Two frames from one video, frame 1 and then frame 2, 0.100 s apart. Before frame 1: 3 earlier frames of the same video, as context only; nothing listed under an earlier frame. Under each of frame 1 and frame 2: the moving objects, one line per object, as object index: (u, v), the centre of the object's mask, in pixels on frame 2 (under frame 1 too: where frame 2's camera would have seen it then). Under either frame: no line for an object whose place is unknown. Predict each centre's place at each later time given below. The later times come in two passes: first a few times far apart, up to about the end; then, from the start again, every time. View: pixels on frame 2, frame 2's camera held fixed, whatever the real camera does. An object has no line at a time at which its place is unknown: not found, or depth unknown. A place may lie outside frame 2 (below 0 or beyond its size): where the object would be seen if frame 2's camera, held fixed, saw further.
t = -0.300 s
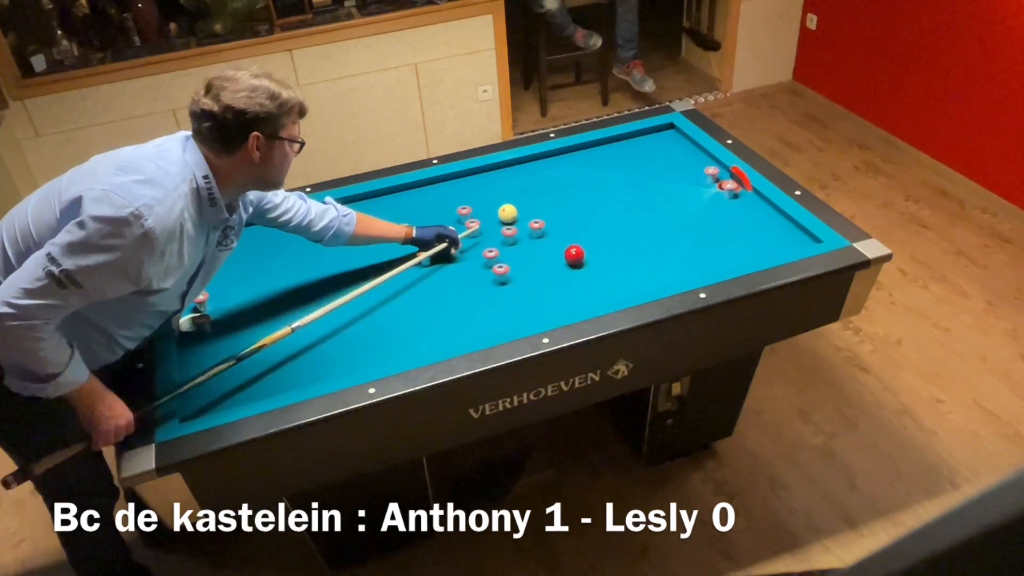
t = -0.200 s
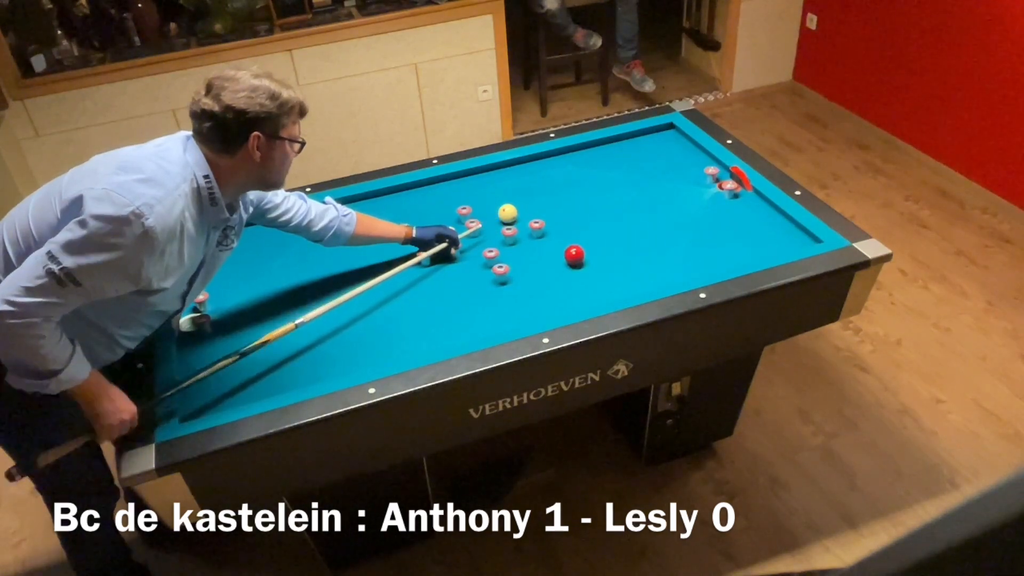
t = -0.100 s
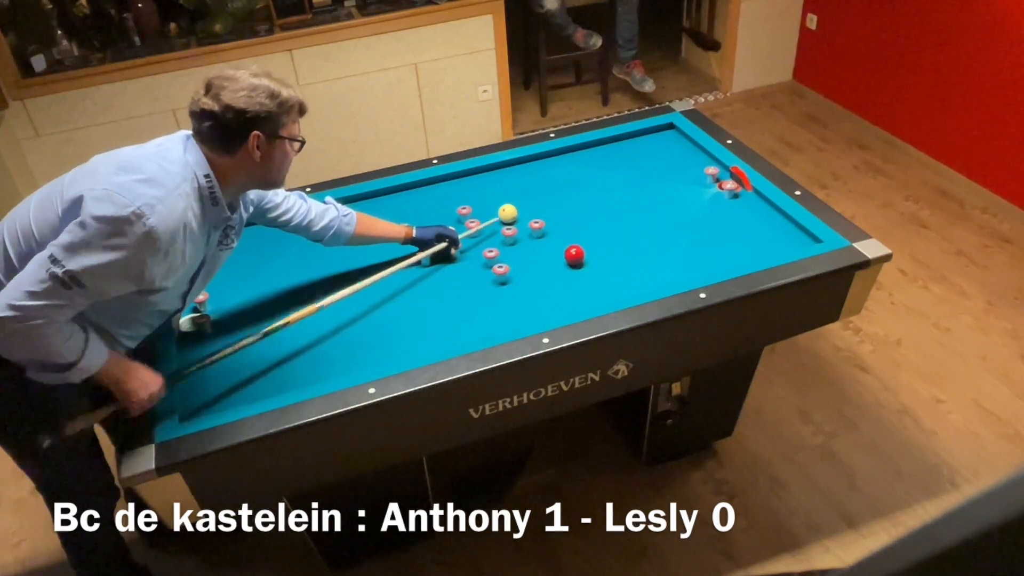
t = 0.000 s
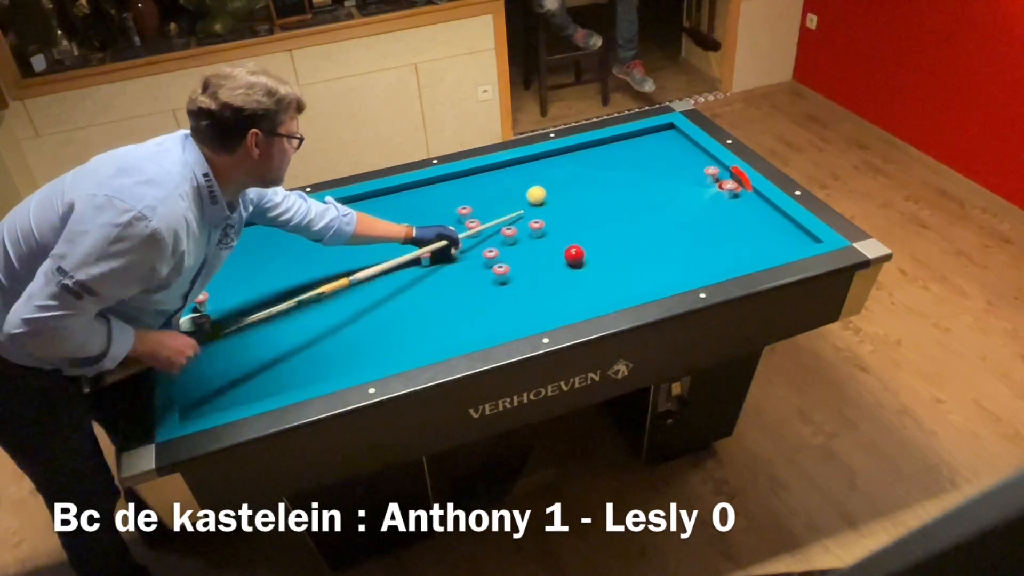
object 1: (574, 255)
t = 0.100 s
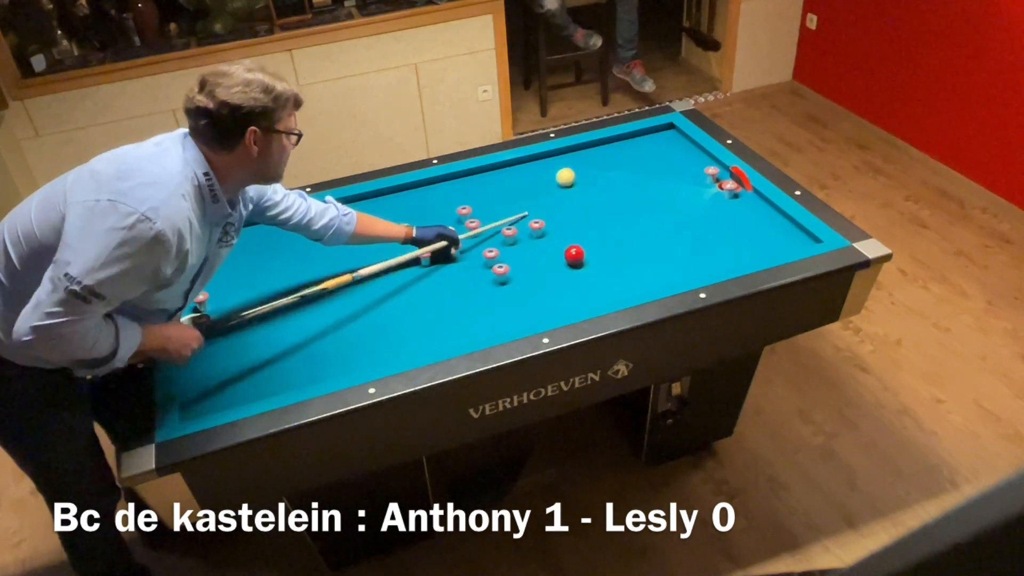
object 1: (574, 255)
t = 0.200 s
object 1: (574, 255)
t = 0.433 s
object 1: (574, 255)
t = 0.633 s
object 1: (574, 255)
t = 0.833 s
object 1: (574, 255)
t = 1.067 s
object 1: (574, 255)
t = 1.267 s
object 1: (574, 255)
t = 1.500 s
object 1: (568, 262)
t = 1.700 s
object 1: (550, 282)
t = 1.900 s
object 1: (533, 301)
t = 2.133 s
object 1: (510, 322)
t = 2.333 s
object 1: (490, 321)
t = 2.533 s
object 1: (471, 319)
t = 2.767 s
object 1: (450, 317)
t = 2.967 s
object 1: (432, 315)
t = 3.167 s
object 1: (416, 313)
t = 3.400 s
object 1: (397, 310)
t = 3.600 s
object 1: (382, 308)
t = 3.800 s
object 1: (368, 307)
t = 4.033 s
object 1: (353, 305)
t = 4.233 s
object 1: (340, 303)
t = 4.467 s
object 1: (326, 302)
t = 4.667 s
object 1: (316, 301)
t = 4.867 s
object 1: (306, 299)
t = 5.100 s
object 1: (294, 298)
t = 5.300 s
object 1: (286, 297)
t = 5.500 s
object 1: (278, 296)
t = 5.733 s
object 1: (269, 295)
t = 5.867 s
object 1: (264, 295)
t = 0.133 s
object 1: (574, 255)
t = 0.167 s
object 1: (574, 255)
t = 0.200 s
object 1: (574, 255)
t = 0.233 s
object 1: (574, 255)
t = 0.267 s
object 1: (574, 255)
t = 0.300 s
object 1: (574, 255)
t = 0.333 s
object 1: (574, 255)
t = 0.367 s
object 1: (574, 255)
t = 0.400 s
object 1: (574, 255)
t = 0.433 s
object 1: (574, 255)
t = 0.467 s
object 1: (574, 255)
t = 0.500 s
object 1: (574, 255)
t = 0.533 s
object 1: (574, 255)
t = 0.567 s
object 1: (574, 255)
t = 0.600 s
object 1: (574, 255)
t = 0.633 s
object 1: (574, 255)
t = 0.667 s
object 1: (574, 255)
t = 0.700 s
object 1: (574, 255)
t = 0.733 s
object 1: (574, 255)
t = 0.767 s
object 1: (574, 255)
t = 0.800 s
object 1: (574, 255)
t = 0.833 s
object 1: (574, 255)
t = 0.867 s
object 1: (574, 255)
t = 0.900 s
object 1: (574, 255)
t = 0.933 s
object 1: (574, 255)
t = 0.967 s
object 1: (574, 255)
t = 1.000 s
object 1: (574, 255)
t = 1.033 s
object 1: (574, 255)
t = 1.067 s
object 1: (574, 255)
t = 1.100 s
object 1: (574, 255)
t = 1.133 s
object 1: (574, 255)
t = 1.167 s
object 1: (574, 255)
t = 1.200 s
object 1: (574, 255)
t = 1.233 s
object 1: (574, 255)
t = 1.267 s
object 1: (574, 255)
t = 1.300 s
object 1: (574, 255)
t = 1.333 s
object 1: (574, 255)
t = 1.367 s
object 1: (574, 255)
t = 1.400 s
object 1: (574, 255)
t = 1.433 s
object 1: (574, 255)
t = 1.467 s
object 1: (572, 258)
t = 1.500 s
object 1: (568, 262)
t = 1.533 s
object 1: (564, 266)
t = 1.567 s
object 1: (562, 269)
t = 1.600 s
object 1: (559, 272)
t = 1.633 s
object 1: (556, 276)
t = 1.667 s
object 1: (553, 278)
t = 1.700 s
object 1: (550, 282)
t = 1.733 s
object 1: (548, 286)
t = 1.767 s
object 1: (545, 288)
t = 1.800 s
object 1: (542, 292)
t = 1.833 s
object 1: (539, 295)
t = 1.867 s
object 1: (536, 298)
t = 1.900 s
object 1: (533, 301)
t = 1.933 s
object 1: (530, 305)
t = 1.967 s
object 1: (527, 308)
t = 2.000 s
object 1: (524, 311)
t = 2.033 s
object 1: (521, 315)
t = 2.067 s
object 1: (517, 318)
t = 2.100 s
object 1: (514, 320)
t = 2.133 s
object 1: (510, 322)
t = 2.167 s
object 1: (507, 322)
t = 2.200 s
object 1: (504, 322)
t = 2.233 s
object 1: (500, 321)
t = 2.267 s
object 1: (497, 322)
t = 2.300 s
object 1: (494, 321)
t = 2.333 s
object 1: (490, 321)
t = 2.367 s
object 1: (487, 320)
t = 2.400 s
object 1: (484, 320)
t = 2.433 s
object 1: (481, 320)
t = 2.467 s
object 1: (477, 319)
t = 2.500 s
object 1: (474, 319)
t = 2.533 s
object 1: (471, 319)
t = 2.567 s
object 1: (468, 318)
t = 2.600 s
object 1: (465, 318)
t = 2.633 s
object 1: (462, 318)
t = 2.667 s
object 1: (459, 317)
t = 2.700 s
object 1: (456, 317)
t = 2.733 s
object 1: (453, 317)
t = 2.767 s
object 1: (450, 317)
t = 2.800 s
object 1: (447, 316)
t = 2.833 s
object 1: (444, 316)
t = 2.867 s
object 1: (441, 315)
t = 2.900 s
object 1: (438, 315)
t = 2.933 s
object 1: (435, 315)
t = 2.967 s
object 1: (432, 315)
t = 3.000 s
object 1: (429, 314)
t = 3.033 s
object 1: (427, 314)
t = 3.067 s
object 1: (424, 313)
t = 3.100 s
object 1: (421, 313)
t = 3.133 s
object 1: (419, 313)
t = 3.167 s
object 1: (416, 313)
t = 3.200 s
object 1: (413, 312)
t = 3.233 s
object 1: (410, 312)
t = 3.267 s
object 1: (408, 311)
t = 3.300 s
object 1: (405, 311)
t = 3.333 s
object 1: (402, 311)
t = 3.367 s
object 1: (400, 310)
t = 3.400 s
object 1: (397, 310)
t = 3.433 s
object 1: (395, 310)
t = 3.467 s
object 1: (392, 310)
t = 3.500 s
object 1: (390, 309)
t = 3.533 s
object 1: (387, 309)
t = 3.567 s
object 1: (385, 308)
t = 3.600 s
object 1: (382, 308)
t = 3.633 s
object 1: (380, 308)
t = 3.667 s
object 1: (378, 308)
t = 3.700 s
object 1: (375, 308)
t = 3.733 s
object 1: (373, 308)
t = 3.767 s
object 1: (371, 307)
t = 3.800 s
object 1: (368, 307)
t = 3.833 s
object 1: (366, 307)
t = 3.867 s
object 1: (364, 306)
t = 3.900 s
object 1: (362, 306)
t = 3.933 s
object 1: (359, 306)
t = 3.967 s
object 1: (357, 306)
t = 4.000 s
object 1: (355, 305)
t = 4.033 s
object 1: (353, 305)
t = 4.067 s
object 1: (351, 305)
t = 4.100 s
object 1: (348, 304)
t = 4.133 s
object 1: (346, 304)
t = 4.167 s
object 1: (344, 304)
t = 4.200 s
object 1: (342, 304)
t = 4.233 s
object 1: (340, 303)
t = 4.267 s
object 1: (338, 303)
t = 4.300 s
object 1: (336, 303)
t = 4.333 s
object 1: (334, 303)
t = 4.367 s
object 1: (332, 303)
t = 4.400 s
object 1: (330, 303)
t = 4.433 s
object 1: (328, 302)
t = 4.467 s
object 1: (326, 302)
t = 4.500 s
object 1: (325, 302)
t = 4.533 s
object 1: (323, 302)
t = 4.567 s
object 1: (321, 301)
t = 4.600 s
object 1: (319, 301)
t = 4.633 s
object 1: (317, 301)
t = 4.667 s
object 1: (316, 301)
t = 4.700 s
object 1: (314, 301)
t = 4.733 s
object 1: (312, 300)
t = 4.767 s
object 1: (310, 300)
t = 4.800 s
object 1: (309, 300)
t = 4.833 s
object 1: (307, 299)
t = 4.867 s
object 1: (306, 299)
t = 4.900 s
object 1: (304, 299)
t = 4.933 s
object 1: (302, 299)
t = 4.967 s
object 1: (301, 299)
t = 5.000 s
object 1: (299, 299)
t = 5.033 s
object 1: (297, 298)
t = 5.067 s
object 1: (296, 298)
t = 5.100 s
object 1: (294, 298)
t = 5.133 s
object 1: (293, 298)
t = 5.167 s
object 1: (291, 298)
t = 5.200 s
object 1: (290, 298)
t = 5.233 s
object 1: (289, 298)
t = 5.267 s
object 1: (287, 297)
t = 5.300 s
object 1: (286, 297)
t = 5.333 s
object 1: (285, 297)
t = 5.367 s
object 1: (283, 297)
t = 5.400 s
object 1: (282, 297)
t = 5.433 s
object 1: (280, 297)
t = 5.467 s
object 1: (279, 297)
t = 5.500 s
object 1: (278, 296)
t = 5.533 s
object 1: (276, 296)
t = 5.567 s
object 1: (275, 296)
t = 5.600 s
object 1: (274, 296)
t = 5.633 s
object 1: (272, 296)
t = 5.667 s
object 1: (271, 296)
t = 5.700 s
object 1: (270, 296)
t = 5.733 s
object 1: (269, 295)
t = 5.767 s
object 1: (268, 295)
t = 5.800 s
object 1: (267, 295)
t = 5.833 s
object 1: (266, 295)
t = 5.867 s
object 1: (264, 295)
